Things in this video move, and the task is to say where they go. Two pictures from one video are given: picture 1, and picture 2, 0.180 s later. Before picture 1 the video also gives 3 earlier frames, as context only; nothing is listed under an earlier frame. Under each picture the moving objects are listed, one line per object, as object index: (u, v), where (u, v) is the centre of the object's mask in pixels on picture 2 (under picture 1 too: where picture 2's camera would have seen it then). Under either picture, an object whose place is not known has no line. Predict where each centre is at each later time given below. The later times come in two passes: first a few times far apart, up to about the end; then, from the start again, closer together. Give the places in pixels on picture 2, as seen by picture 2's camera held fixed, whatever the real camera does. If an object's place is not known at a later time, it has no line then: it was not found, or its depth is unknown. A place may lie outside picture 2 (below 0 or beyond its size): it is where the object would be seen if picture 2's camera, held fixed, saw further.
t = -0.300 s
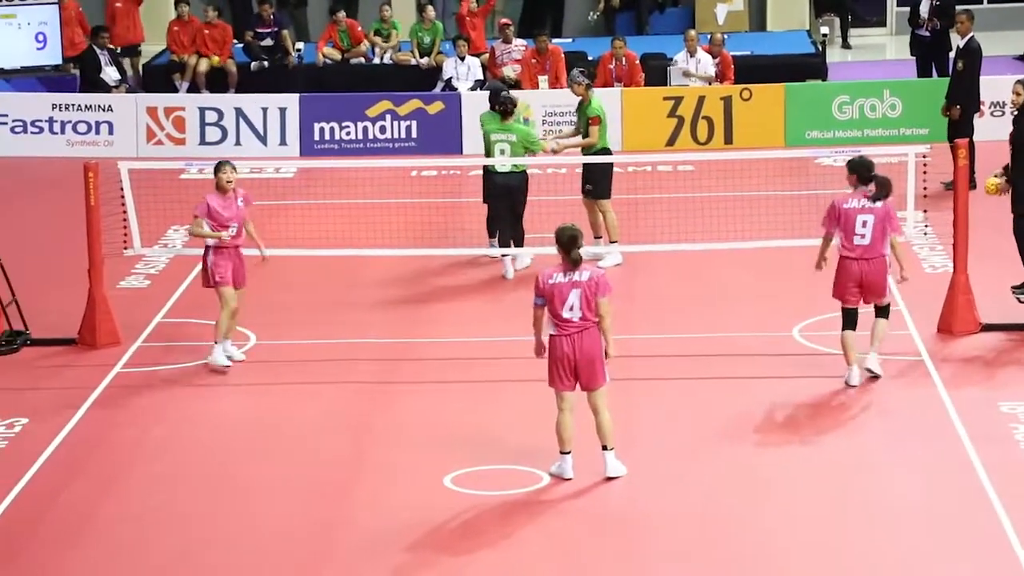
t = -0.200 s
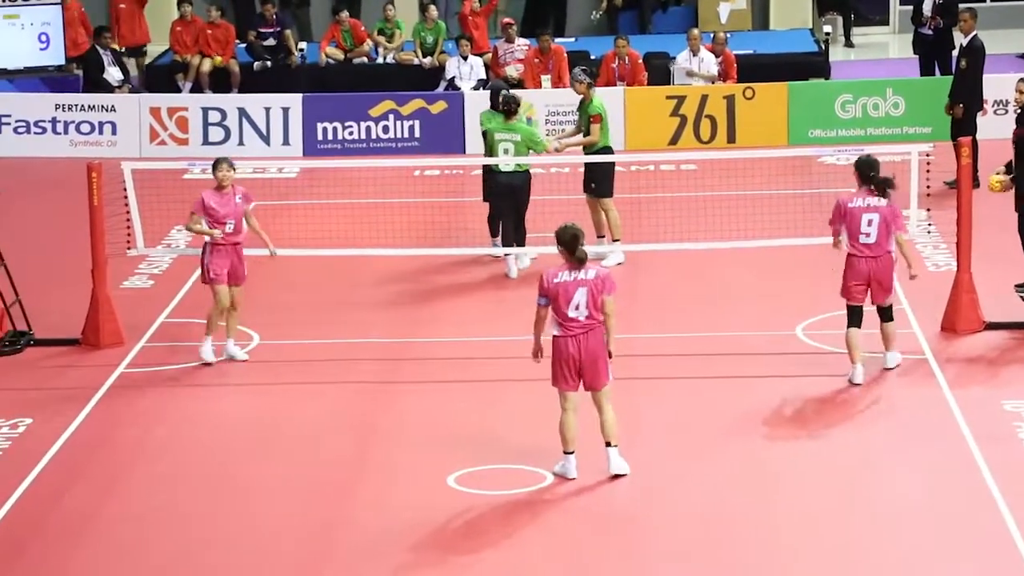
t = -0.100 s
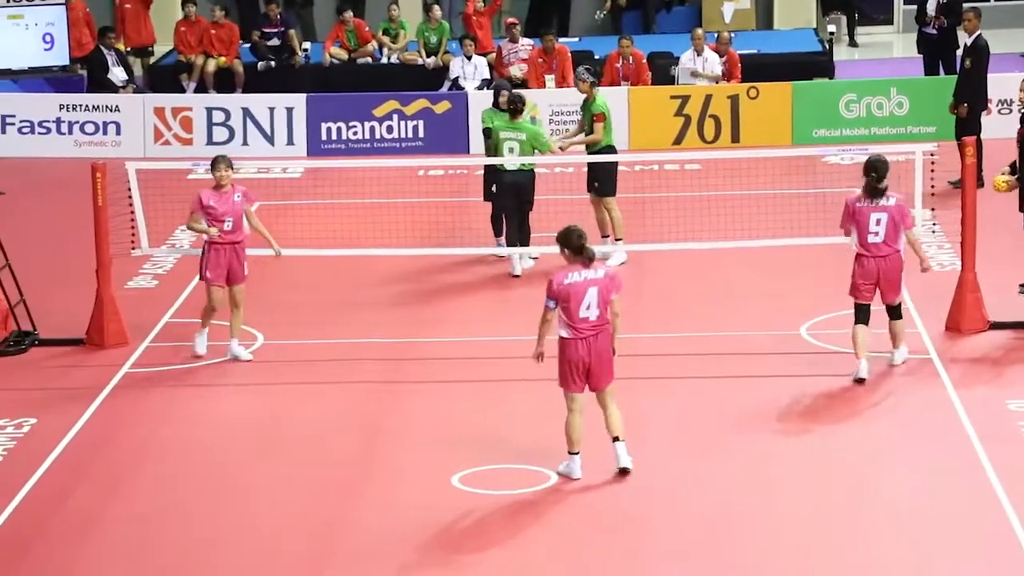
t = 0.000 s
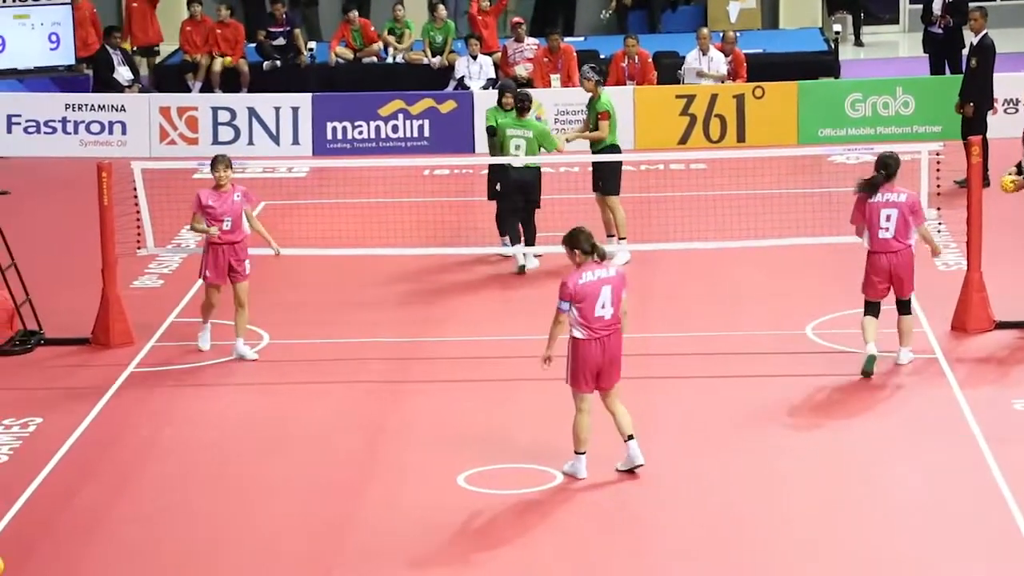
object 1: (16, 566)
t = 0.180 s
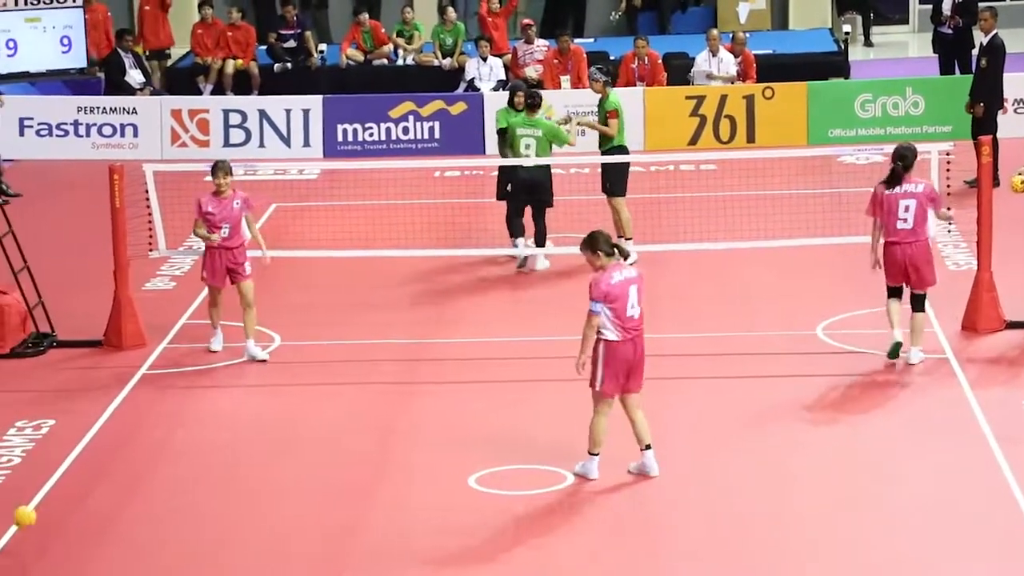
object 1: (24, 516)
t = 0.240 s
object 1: (30, 508)
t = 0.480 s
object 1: (55, 498)
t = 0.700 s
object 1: (79, 476)
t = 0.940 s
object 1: (100, 454)
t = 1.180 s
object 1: (119, 431)
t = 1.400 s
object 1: (137, 412)
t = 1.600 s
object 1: (154, 395)
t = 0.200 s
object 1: (27, 513)
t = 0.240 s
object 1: (30, 508)
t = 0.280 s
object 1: (34, 506)
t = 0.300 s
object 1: (36, 506)
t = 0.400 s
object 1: (46, 515)
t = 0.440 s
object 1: (51, 509)
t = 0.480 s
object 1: (55, 498)
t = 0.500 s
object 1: (58, 494)
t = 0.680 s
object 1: (76, 480)
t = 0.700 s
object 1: (79, 476)
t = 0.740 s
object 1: (81, 471)
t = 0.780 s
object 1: (85, 466)
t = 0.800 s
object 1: (86, 466)
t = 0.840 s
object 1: (91, 464)
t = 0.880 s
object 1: (93, 458)
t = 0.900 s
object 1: (95, 456)
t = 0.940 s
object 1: (100, 454)
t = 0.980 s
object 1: (103, 449)
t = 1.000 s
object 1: (105, 447)
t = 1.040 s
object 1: (108, 444)
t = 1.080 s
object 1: (111, 439)
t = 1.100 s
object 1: (113, 437)
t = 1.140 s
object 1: (116, 433)
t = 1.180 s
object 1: (119, 431)
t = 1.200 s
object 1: (120, 429)
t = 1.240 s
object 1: (123, 425)
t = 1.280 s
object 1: (127, 423)
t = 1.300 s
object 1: (129, 421)
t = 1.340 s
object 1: (133, 416)
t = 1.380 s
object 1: (136, 413)
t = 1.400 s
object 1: (137, 412)
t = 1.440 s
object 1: (141, 409)
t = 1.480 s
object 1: (145, 405)
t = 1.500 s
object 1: (146, 404)
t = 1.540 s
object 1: (149, 400)
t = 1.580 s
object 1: (153, 397)
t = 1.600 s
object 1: (154, 395)
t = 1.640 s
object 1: (157, 391)
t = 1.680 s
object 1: (160, 388)
